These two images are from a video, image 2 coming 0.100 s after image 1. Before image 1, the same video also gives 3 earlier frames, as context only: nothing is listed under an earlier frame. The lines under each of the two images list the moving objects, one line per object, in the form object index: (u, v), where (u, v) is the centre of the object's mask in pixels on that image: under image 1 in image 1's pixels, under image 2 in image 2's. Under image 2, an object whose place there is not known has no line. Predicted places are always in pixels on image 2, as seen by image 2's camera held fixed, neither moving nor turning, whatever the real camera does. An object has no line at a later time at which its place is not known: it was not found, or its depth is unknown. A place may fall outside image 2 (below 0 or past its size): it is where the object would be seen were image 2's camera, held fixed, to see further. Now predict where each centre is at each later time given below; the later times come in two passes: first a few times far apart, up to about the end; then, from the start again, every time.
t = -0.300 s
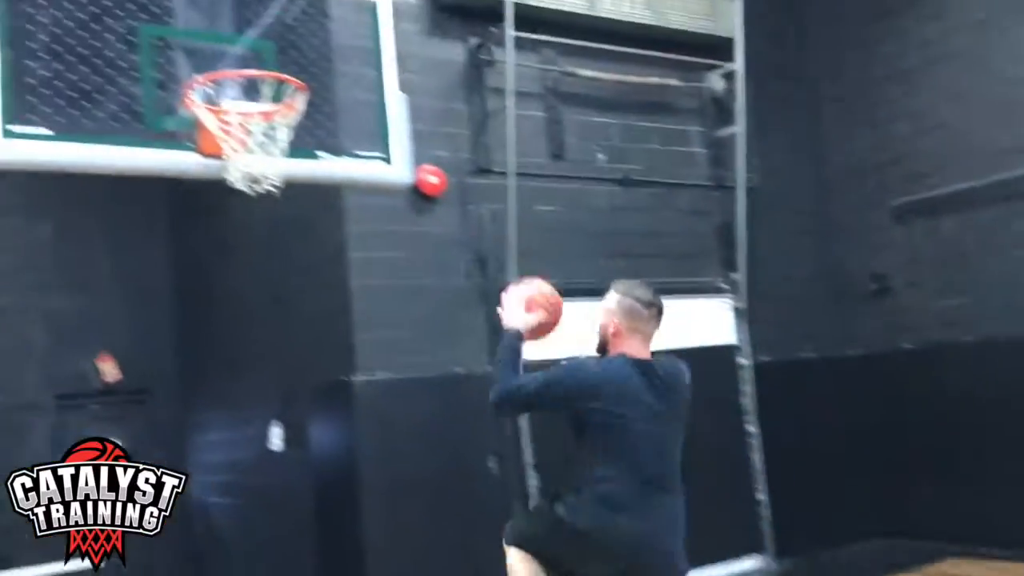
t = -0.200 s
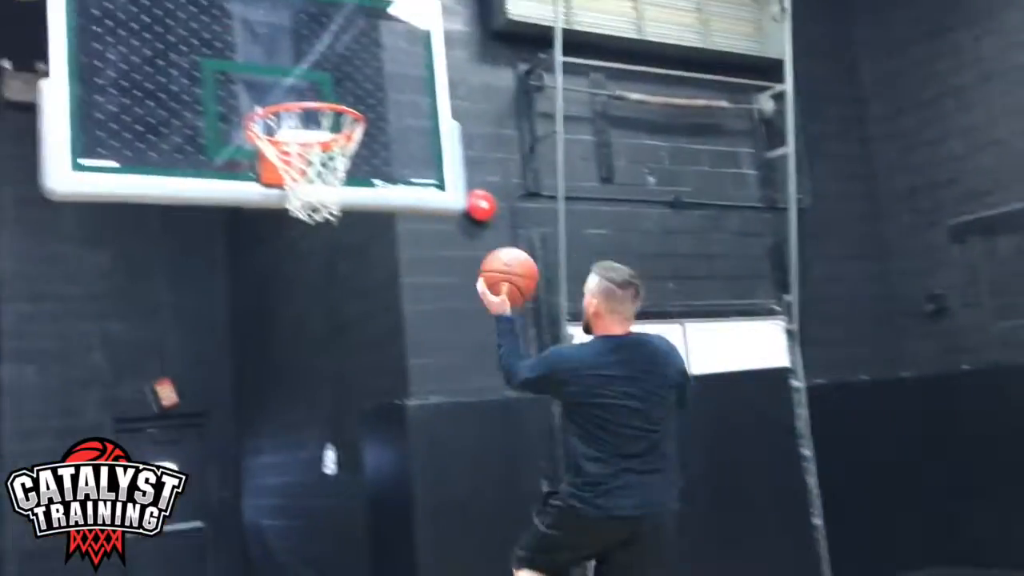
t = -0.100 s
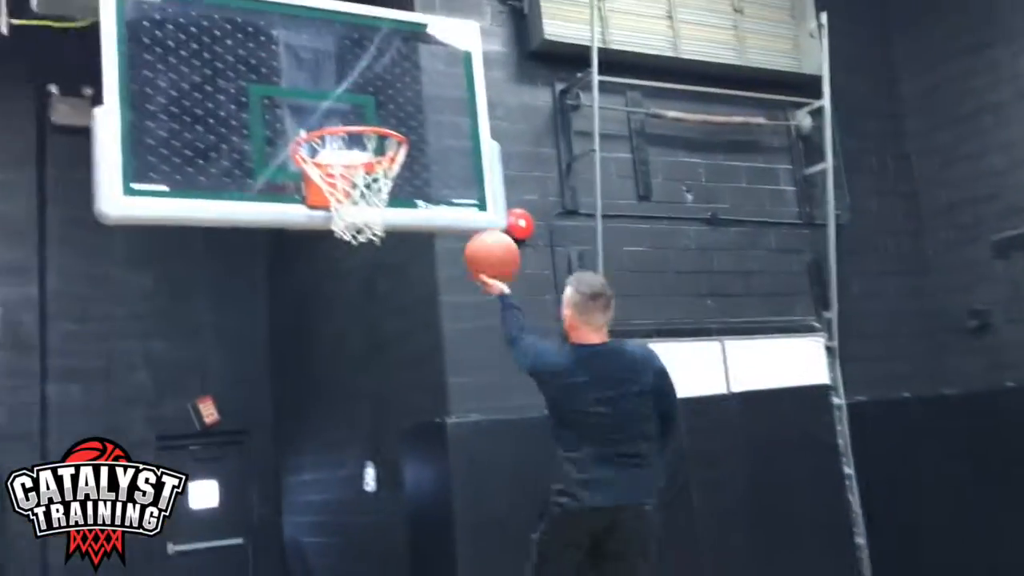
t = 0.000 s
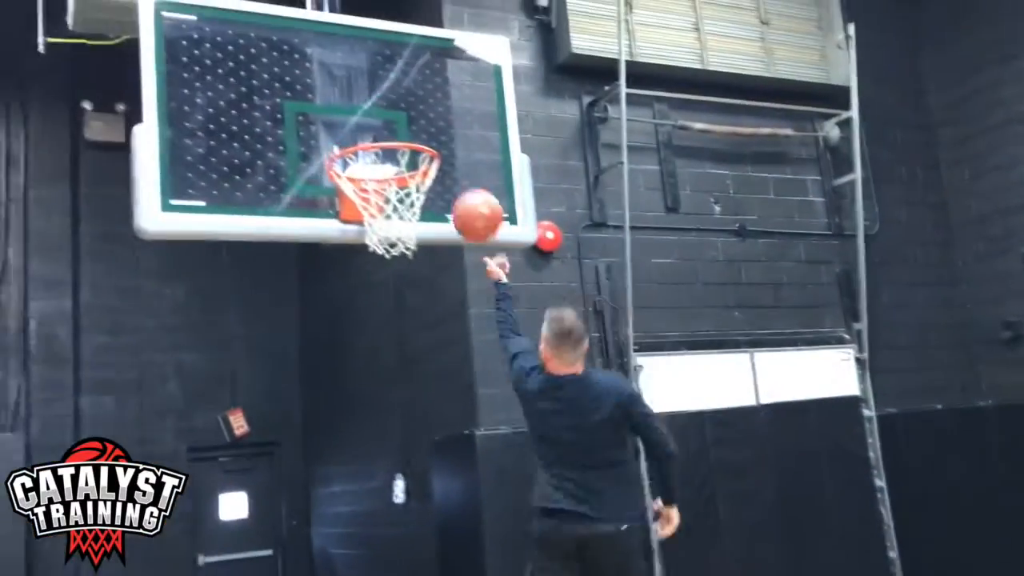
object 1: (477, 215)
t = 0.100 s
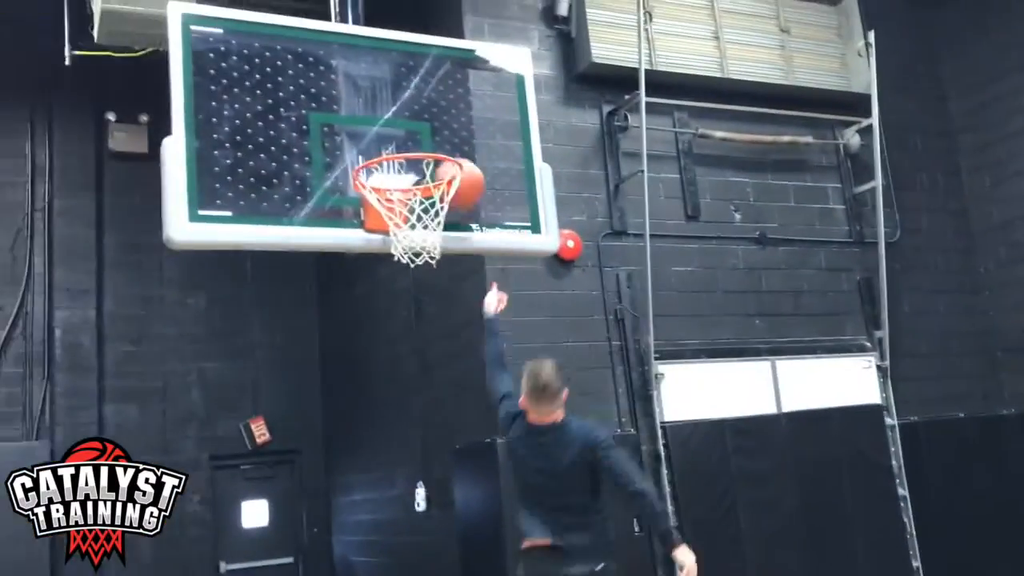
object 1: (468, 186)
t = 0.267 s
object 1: (418, 132)
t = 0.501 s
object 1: (378, 137)
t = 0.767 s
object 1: (385, 155)
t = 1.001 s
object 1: (417, 218)
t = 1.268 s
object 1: (438, 359)
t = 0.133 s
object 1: (448, 169)
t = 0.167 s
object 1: (434, 158)
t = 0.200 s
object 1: (431, 152)
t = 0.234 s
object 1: (424, 137)
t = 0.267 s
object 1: (418, 132)
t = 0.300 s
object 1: (412, 129)
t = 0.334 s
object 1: (406, 126)
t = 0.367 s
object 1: (400, 125)
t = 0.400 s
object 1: (394, 126)
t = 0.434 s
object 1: (388, 130)
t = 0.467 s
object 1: (382, 134)
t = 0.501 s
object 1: (378, 137)
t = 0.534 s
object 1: (378, 133)
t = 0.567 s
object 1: (378, 131)
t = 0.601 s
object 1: (378, 132)
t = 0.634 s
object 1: (378, 133)
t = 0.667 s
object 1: (379, 136)
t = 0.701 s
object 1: (379, 140)
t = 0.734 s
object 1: (381, 143)
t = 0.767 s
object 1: (385, 155)
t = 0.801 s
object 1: (389, 158)
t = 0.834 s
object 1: (393, 163)
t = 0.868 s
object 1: (399, 172)
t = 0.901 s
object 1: (403, 183)
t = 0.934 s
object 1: (407, 196)
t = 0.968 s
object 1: (412, 206)
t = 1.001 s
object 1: (417, 218)
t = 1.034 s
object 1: (423, 245)
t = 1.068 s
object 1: (424, 252)
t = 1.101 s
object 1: (427, 259)
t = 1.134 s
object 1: (430, 274)
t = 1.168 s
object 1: (432, 291)
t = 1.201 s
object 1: (433, 312)
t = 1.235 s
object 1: (434, 334)
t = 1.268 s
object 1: (438, 359)
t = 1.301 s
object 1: (441, 386)
